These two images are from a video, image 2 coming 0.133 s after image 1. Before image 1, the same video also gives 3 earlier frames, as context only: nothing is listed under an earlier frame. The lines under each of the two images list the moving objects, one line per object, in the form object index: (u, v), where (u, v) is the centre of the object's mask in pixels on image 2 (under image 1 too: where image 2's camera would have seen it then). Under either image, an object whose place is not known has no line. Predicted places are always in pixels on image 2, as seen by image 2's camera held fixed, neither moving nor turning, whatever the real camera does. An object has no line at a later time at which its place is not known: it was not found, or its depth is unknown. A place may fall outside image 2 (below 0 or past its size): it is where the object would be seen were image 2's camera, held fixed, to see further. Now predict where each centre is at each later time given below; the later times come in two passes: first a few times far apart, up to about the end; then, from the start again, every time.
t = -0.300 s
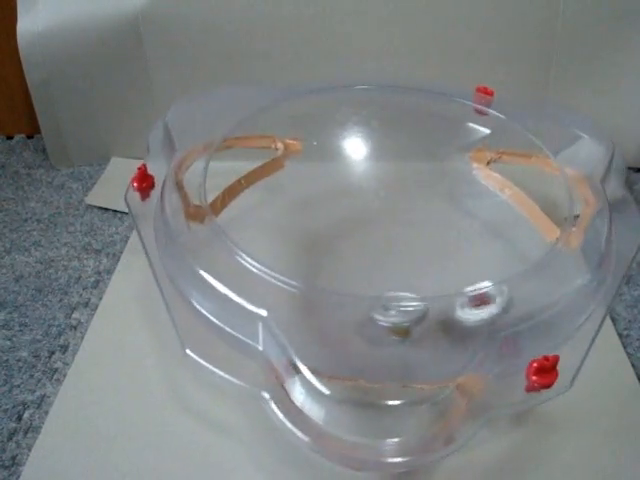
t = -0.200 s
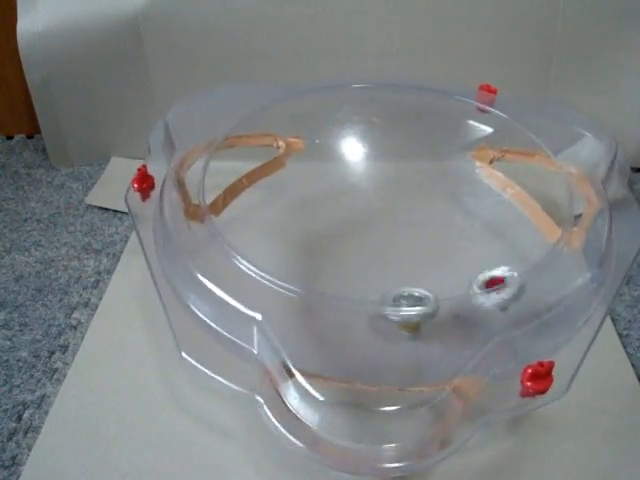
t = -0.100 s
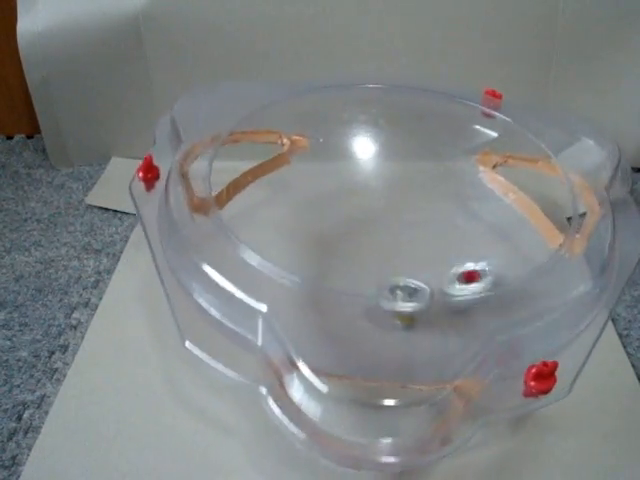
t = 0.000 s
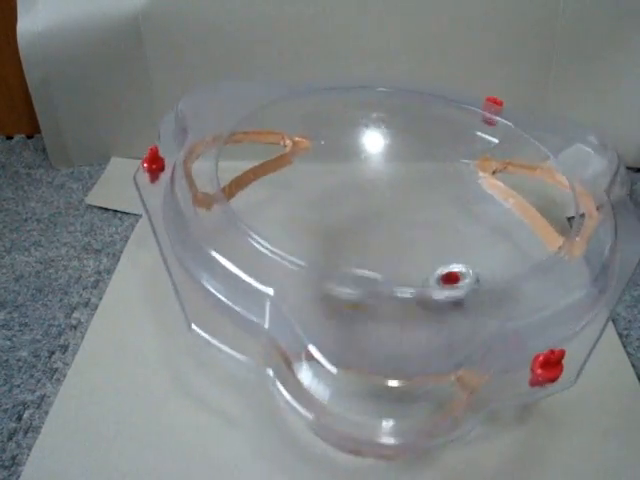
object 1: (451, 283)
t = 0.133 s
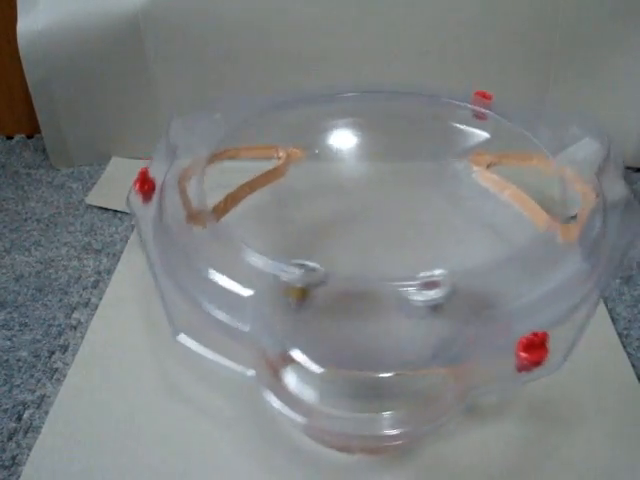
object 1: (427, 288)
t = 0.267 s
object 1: (386, 291)
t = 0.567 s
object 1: (315, 313)
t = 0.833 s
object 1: (348, 302)
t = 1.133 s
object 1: (324, 258)
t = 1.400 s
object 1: (335, 240)
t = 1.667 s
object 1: (386, 240)
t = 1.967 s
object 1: (415, 256)
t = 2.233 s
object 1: (430, 283)
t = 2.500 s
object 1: (407, 292)
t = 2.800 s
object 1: (339, 302)
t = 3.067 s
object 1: (337, 294)
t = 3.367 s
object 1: (343, 247)
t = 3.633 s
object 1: (358, 249)
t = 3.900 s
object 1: (411, 255)
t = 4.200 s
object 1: (408, 270)
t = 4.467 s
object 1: (403, 304)
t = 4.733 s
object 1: (376, 297)
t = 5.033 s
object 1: (323, 278)
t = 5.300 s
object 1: (348, 274)
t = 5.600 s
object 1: (355, 248)
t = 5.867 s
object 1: (380, 248)
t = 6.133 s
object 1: (373, 266)
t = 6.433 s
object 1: (373, 264)
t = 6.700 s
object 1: (363, 256)
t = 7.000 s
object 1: (424, 266)
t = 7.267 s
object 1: (435, 293)
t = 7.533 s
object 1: (384, 315)
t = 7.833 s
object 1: (317, 253)
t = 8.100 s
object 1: (300, 242)
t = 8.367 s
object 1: (352, 244)
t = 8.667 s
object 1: (350, 255)
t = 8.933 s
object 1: (350, 253)
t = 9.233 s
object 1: (370, 249)
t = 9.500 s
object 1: (367, 244)
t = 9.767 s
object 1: (357, 266)
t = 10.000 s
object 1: (361, 269)
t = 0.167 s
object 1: (420, 289)
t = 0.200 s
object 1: (410, 289)
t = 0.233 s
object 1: (400, 289)
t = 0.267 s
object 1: (386, 291)
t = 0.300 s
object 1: (373, 291)
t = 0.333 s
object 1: (358, 293)
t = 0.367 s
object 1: (347, 297)
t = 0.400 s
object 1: (343, 302)
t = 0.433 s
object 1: (336, 306)
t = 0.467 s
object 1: (327, 310)
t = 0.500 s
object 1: (321, 313)
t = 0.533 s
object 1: (317, 313)
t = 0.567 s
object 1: (315, 313)
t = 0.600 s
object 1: (315, 314)
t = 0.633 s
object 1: (318, 315)
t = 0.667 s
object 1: (322, 317)
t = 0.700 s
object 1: (327, 318)
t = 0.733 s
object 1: (334, 317)
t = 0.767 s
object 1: (342, 314)
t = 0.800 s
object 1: (346, 309)
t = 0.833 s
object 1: (348, 302)
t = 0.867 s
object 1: (347, 296)
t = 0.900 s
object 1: (344, 289)
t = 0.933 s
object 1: (337, 284)
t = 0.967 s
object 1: (331, 279)
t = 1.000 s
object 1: (329, 273)
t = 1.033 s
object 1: (326, 268)
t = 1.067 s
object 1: (325, 264)
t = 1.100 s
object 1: (323, 261)
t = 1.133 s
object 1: (324, 258)
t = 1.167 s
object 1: (324, 255)
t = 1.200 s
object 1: (325, 252)
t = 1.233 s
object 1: (328, 243)
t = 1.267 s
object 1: (329, 244)
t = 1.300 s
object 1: (330, 243)
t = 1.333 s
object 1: (332, 242)
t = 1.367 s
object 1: (333, 241)
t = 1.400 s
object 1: (335, 240)
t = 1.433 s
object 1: (339, 239)
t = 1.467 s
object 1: (345, 240)
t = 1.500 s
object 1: (352, 241)
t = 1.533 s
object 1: (359, 243)
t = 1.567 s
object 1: (367, 244)
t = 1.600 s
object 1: (374, 243)
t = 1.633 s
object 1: (381, 242)
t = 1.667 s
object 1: (386, 240)
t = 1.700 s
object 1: (390, 239)
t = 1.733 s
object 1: (394, 238)
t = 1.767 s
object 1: (396, 239)
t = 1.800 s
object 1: (398, 242)
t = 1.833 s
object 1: (401, 245)
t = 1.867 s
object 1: (404, 249)
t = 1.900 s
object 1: (407, 252)
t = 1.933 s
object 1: (411, 254)
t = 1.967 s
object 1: (415, 256)
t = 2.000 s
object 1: (419, 259)
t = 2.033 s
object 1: (423, 262)
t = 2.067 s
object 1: (425, 265)
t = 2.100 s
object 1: (427, 268)
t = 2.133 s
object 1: (428, 270)
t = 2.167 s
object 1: (429, 272)
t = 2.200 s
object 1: (429, 281)
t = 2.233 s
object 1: (430, 283)
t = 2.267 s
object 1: (431, 285)
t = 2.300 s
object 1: (432, 287)
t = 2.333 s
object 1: (432, 288)
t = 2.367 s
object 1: (431, 289)
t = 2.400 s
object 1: (427, 289)
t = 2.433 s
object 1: (422, 290)
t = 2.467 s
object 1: (415, 291)
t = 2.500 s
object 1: (407, 292)
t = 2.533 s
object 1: (399, 292)
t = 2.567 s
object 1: (389, 295)
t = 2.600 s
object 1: (380, 300)
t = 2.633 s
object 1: (372, 301)
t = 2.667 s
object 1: (364, 300)
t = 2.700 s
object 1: (356, 300)
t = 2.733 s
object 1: (348, 301)
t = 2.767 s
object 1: (343, 301)
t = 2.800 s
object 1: (339, 302)
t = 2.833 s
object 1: (335, 301)
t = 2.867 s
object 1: (332, 301)
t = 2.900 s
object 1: (331, 300)
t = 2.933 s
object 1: (330, 300)
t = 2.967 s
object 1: (330, 299)
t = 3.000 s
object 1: (331, 297)
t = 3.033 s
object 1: (334, 297)
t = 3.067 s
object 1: (337, 294)
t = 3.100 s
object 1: (338, 290)
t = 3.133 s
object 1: (341, 282)
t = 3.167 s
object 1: (343, 276)
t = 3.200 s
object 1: (343, 271)
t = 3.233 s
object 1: (343, 266)
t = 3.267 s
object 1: (343, 261)
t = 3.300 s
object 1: (344, 253)
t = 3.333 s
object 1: (343, 251)
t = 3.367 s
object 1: (343, 247)
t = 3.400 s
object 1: (342, 244)
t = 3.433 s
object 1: (341, 243)
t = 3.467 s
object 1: (341, 242)
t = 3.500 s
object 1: (341, 242)
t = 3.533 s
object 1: (344, 243)
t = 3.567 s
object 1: (348, 245)
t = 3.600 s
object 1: (352, 247)
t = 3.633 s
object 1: (358, 249)
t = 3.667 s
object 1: (363, 251)
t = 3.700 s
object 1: (371, 253)
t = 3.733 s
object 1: (379, 253)
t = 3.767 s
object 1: (386, 254)
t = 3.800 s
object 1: (393, 255)
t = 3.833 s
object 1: (399, 255)
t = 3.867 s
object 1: (406, 255)
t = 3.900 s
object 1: (411, 255)
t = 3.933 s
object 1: (416, 254)
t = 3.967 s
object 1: (419, 254)
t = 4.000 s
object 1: (421, 254)
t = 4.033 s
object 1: (420, 254)
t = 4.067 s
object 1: (419, 256)
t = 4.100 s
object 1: (416, 258)
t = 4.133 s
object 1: (413, 260)
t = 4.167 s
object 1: (410, 264)
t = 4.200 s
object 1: (408, 270)
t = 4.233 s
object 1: (406, 276)
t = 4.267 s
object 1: (404, 282)
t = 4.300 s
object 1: (402, 286)
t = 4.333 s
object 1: (402, 290)
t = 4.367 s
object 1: (403, 294)
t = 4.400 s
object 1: (403, 297)
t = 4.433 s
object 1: (402, 304)
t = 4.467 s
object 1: (403, 304)
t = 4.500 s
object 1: (404, 304)
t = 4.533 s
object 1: (404, 304)
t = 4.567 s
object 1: (402, 303)
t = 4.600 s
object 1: (399, 302)
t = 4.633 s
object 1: (395, 301)
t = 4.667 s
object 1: (390, 300)
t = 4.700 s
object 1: (383, 299)
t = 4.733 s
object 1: (376, 297)
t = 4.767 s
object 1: (369, 295)
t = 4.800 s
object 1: (363, 294)
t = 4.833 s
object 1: (354, 292)
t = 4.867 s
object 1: (347, 290)
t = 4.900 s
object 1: (339, 288)
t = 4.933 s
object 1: (333, 286)
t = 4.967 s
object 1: (328, 282)
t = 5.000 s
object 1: (324, 281)
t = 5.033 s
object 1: (323, 278)
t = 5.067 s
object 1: (323, 277)
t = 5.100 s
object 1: (324, 277)
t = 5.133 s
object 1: (325, 278)
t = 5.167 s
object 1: (326, 277)
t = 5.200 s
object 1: (333, 277)
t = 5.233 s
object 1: (338, 276)
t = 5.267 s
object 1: (342, 275)
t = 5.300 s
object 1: (348, 274)
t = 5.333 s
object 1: (350, 269)
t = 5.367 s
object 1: (350, 265)
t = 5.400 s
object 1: (350, 257)
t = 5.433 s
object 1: (350, 254)
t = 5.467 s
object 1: (350, 252)
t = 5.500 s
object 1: (350, 250)
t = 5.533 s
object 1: (352, 249)
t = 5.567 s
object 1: (354, 249)
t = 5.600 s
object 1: (355, 248)
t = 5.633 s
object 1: (357, 247)
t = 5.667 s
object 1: (361, 248)
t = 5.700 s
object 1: (367, 247)
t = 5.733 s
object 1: (371, 246)
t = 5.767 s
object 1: (376, 247)
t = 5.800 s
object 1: (381, 248)
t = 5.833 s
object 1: (385, 248)
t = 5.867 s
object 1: (380, 248)
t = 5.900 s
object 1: (377, 247)
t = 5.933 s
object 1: (372, 247)
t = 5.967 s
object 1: (369, 250)
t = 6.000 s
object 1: (367, 252)
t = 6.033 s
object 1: (368, 255)
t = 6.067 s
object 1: (369, 258)
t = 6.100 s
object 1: (373, 259)
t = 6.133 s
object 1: (373, 266)
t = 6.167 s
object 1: (376, 269)
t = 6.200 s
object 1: (380, 272)
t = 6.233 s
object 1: (381, 274)
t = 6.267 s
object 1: (383, 270)
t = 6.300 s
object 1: (383, 269)
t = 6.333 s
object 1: (382, 269)
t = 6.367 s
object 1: (378, 268)
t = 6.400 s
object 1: (376, 266)
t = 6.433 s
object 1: (373, 264)
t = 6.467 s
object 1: (370, 261)
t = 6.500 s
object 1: (366, 259)
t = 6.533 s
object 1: (363, 257)
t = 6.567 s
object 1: (359, 256)
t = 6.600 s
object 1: (355, 255)
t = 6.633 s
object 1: (353, 255)
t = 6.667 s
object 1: (352, 254)
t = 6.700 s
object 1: (363, 256)
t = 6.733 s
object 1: (375, 256)
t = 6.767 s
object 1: (385, 255)
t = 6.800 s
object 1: (391, 261)
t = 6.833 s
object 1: (399, 260)
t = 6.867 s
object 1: (405, 260)
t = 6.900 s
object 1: (411, 260)
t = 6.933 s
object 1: (415, 262)
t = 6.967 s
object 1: (420, 262)
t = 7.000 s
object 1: (424, 266)
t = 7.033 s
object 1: (427, 268)
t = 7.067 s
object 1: (431, 271)
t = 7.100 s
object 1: (434, 275)
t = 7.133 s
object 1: (437, 278)
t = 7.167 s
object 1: (436, 284)
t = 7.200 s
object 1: (439, 284)
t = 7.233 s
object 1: (437, 289)
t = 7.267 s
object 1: (435, 293)
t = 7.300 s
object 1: (430, 298)
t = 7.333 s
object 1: (425, 301)
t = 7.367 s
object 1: (417, 306)
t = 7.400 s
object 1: (408, 310)
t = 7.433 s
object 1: (402, 310)
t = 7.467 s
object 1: (396, 311)
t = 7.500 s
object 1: (391, 315)
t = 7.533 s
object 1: (384, 315)
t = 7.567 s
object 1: (373, 315)
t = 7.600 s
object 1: (367, 314)
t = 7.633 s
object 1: (361, 306)
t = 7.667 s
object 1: (357, 304)
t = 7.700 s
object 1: (355, 300)
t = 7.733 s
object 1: (346, 288)
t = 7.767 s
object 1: (340, 284)
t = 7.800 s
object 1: (328, 273)
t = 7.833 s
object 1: (317, 253)
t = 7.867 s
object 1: (309, 248)
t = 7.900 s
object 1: (299, 240)
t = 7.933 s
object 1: (296, 237)
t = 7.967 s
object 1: (292, 235)
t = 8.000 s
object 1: (290, 234)
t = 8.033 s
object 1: (290, 237)
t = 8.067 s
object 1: (294, 239)
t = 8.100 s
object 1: (300, 242)
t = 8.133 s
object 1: (303, 244)
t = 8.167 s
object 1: (311, 250)
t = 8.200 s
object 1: (317, 254)
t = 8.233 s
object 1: (324, 255)
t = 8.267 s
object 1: (332, 257)
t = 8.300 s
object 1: (341, 254)
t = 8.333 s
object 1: (347, 249)
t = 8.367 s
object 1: (352, 244)
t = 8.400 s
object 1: (355, 240)
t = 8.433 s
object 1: (356, 239)
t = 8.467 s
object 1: (358, 237)
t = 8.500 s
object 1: (359, 239)
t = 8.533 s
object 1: (360, 243)
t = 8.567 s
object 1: (360, 246)
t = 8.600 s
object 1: (358, 249)
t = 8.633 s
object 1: (354, 251)
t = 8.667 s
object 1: (350, 255)
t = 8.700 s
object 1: (344, 257)
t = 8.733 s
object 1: (340, 254)
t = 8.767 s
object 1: (338, 254)
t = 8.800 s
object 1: (338, 253)
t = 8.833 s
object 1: (339, 254)
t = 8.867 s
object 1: (343, 256)
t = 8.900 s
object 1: (347, 256)
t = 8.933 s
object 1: (350, 253)
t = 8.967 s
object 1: (352, 252)
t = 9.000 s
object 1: (349, 266)
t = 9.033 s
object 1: (350, 254)
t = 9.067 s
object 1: (350, 251)
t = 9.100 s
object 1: (357, 248)
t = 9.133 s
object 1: (360, 251)
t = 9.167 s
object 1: (365, 249)
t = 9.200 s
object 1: (368, 249)
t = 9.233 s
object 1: (370, 249)
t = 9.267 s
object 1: (371, 247)
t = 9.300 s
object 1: (373, 246)
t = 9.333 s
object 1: (373, 245)
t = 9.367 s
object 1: (373, 244)
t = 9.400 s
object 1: (372, 243)
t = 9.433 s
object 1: (371, 243)
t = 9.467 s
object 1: (368, 243)
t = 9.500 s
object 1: (367, 244)
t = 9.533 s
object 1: (365, 245)
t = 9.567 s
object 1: (363, 248)
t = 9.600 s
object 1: (363, 249)
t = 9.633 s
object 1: (362, 252)
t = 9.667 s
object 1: (361, 253)
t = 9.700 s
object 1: (358, 254)
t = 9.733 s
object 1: (354, 255)
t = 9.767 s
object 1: (357, 266)
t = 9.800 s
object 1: (355, 265)
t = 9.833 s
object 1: (354, 264)
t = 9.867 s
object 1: (355, 264)
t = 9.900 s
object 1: (356, 264)
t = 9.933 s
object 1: (357, 255)
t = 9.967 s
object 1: (358, 254)
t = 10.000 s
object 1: (361, 269)
